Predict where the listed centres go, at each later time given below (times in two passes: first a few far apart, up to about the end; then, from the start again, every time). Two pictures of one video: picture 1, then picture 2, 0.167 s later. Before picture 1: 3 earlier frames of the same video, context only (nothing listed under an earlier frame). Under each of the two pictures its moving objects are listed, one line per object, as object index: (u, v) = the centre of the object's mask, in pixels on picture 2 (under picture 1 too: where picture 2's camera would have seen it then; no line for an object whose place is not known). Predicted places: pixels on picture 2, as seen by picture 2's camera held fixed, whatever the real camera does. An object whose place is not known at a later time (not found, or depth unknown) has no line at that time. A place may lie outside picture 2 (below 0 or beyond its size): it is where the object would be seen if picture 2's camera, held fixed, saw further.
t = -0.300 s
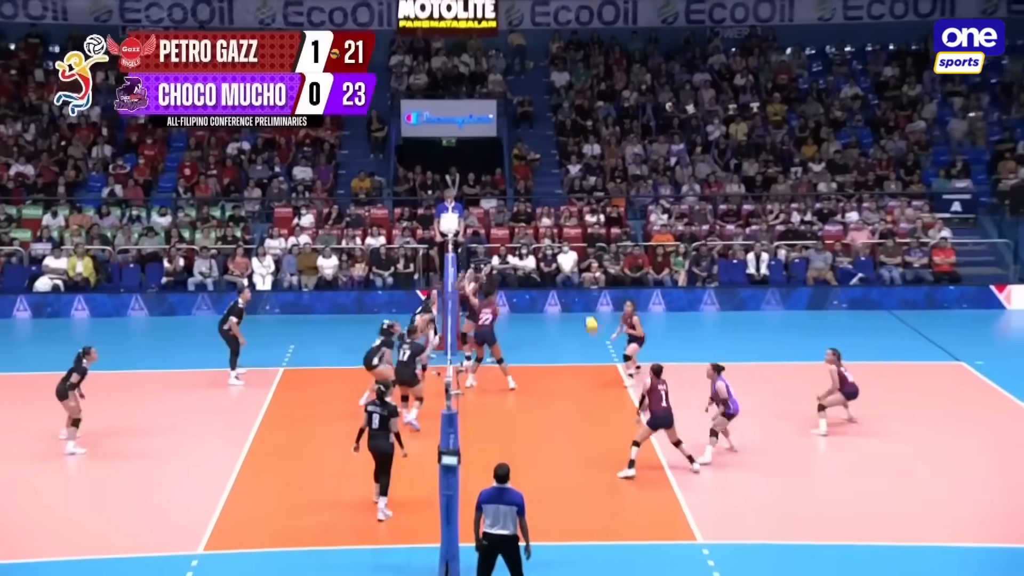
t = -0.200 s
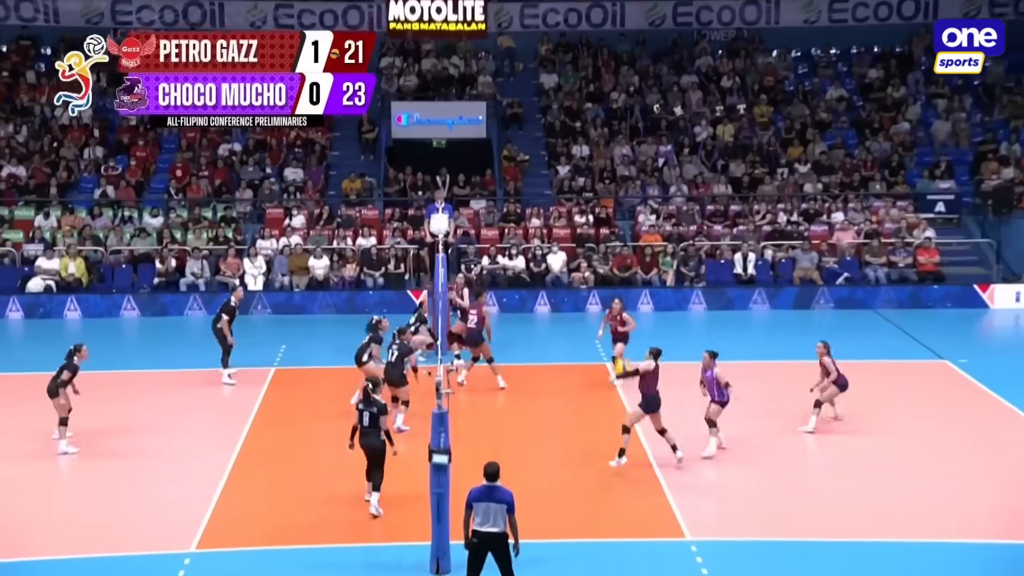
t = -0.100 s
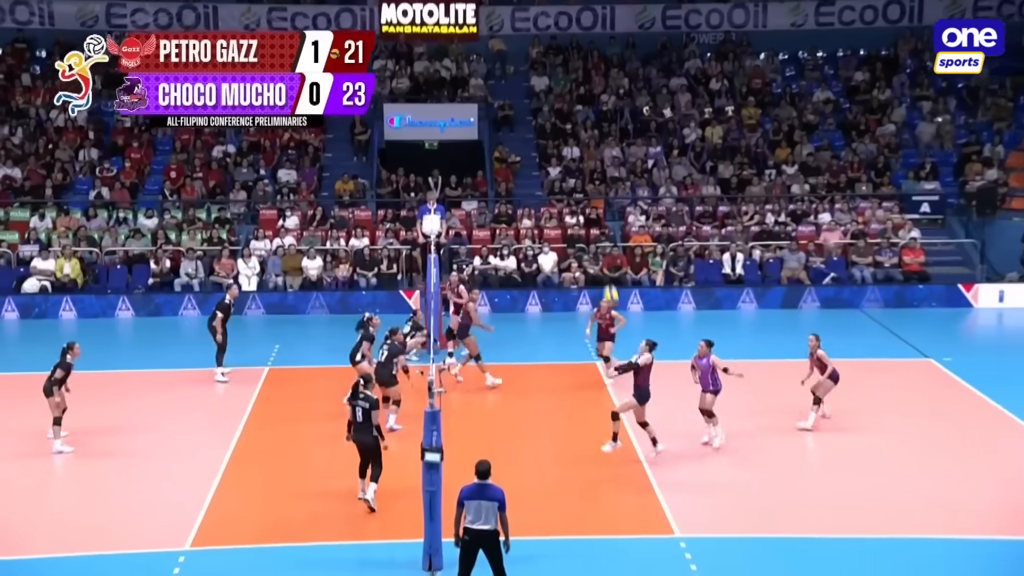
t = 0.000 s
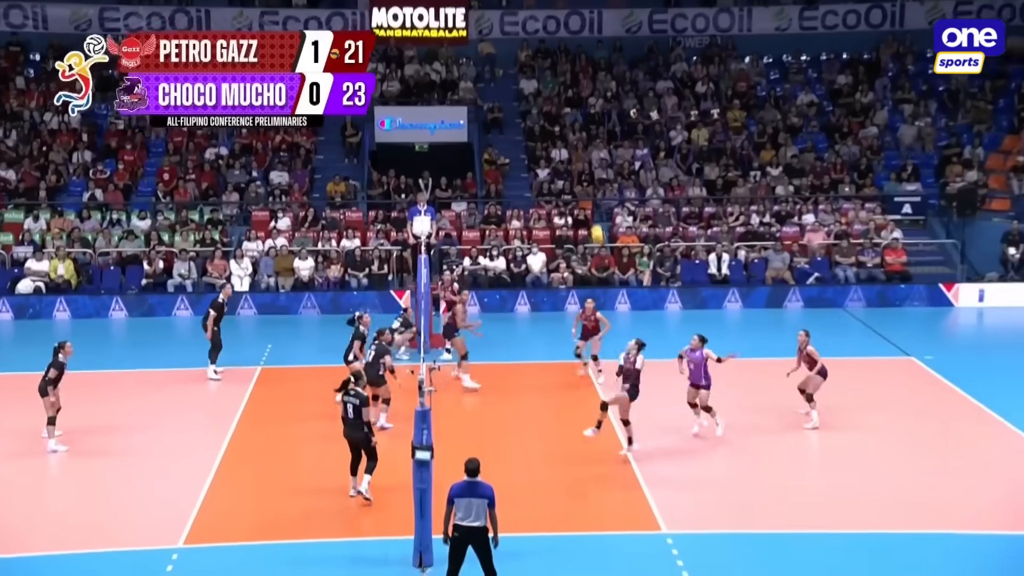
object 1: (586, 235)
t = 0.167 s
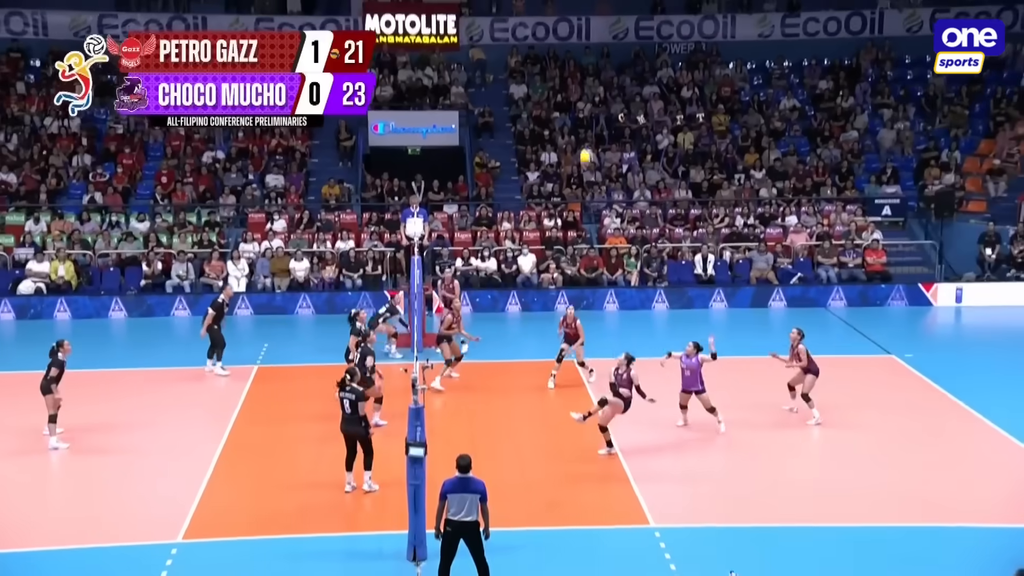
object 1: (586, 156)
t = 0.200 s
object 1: (586, 144)
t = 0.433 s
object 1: (586, 78)
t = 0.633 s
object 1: (587, 52)
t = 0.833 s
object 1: (588, 49)
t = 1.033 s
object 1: (589, 69)
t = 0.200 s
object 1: (586, 144)
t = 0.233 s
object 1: (586, 132)
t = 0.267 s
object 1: (586, 121)
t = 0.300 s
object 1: (585, 111)
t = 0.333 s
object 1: (586, 101)
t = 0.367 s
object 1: (586, 92)
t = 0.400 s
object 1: (586, 85)
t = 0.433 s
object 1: (586, 78)
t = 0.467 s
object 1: (586, 72)
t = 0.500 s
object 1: (587, 67)
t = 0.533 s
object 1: (587, 62)
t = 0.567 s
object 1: (587, 58)
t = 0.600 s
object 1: (587, 54)
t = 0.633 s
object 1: (587, 52)
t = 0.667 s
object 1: (587, 49)
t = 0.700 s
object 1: (588, 48)
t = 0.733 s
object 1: (588, 48)
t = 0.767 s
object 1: (588, 48)
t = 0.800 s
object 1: (588, 48)
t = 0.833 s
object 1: (588, 49)
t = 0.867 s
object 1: (588, 51)
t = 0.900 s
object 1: (588, 53)
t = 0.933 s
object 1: (588, 57)
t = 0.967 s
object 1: (589, 61)
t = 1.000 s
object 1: (589, 65)
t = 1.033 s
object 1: (589, 69)
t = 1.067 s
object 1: (589, 74)
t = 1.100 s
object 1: (589, 80)
